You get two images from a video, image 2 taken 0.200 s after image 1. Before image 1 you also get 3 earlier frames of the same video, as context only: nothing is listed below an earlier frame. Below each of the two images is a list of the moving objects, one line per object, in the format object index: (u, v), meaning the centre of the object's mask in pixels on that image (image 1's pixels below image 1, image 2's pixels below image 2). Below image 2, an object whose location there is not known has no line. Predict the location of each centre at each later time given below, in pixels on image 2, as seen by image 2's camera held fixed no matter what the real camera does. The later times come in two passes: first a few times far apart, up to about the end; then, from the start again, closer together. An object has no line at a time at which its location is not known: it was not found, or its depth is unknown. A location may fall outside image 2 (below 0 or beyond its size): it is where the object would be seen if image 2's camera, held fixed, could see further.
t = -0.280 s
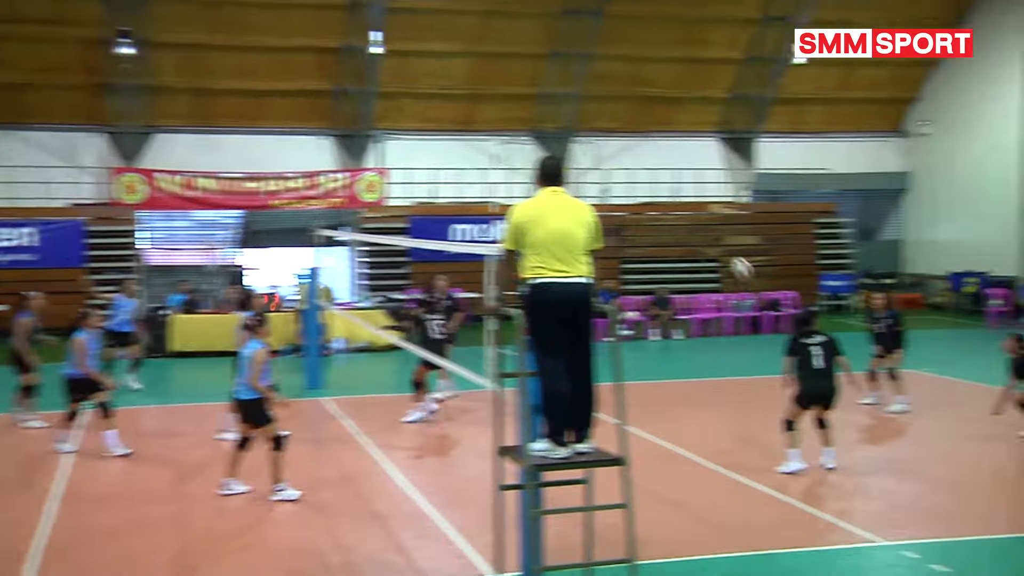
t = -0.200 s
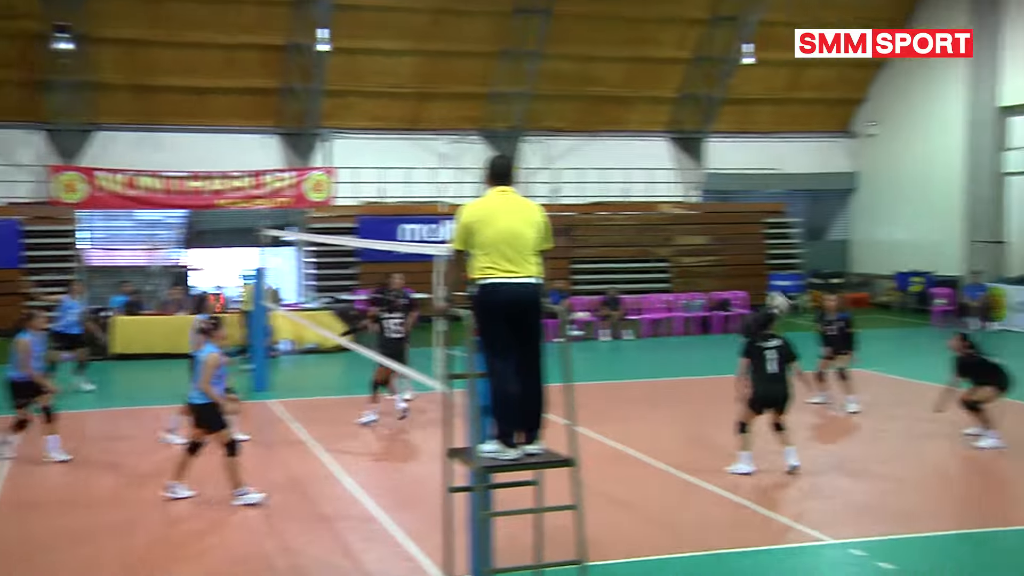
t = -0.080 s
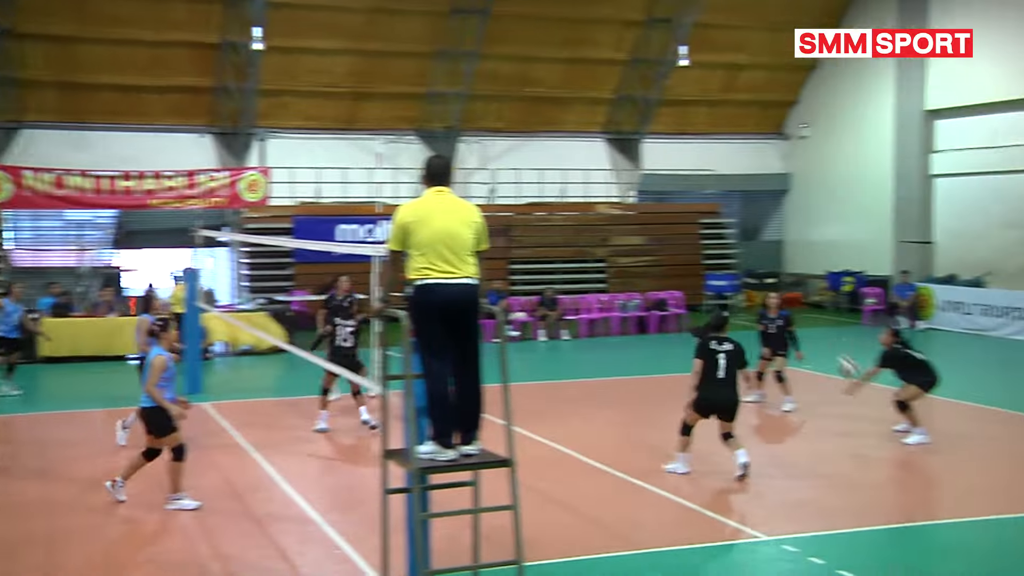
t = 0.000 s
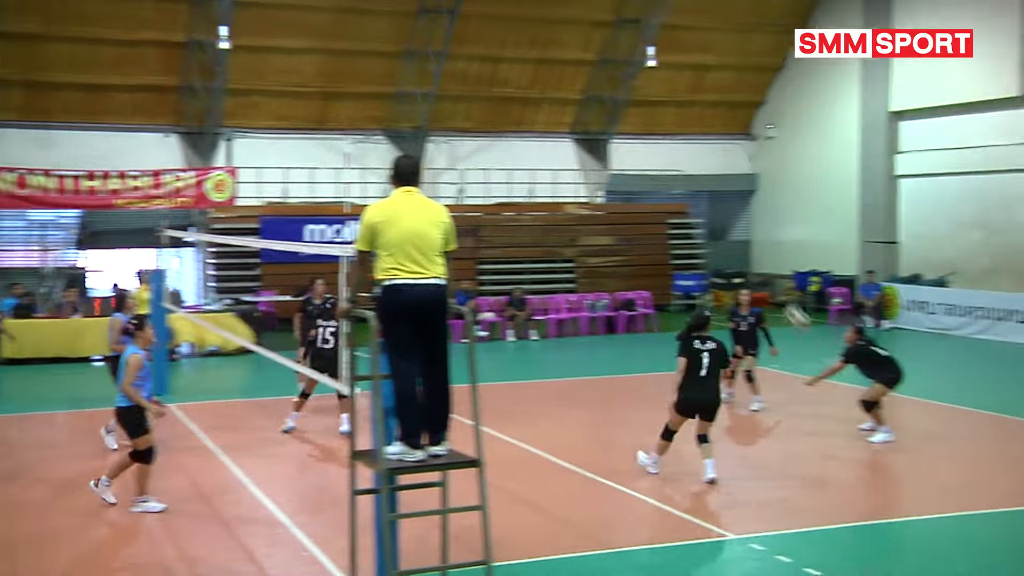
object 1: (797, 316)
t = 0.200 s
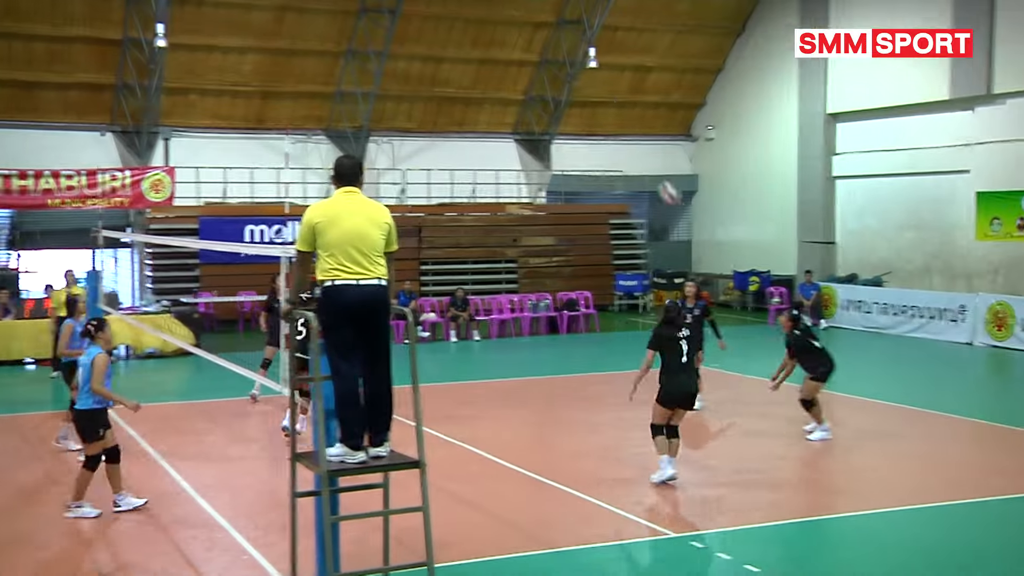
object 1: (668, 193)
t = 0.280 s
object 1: (642, 155)
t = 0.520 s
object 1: (573, 74)
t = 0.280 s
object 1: (642, 155)
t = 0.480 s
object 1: (583, 83)
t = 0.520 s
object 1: (573, 74)
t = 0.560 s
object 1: (562, 64)
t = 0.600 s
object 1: (552, 58)
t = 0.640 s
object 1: (542, 53)
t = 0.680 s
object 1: (531, 48)
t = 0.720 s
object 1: (521, 45)
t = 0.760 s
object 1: (511, 44)
